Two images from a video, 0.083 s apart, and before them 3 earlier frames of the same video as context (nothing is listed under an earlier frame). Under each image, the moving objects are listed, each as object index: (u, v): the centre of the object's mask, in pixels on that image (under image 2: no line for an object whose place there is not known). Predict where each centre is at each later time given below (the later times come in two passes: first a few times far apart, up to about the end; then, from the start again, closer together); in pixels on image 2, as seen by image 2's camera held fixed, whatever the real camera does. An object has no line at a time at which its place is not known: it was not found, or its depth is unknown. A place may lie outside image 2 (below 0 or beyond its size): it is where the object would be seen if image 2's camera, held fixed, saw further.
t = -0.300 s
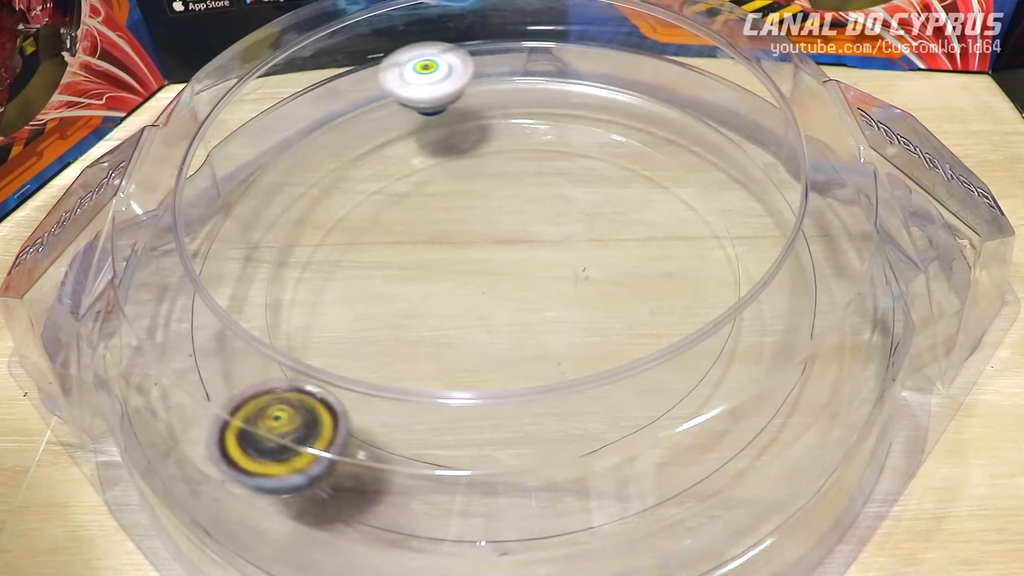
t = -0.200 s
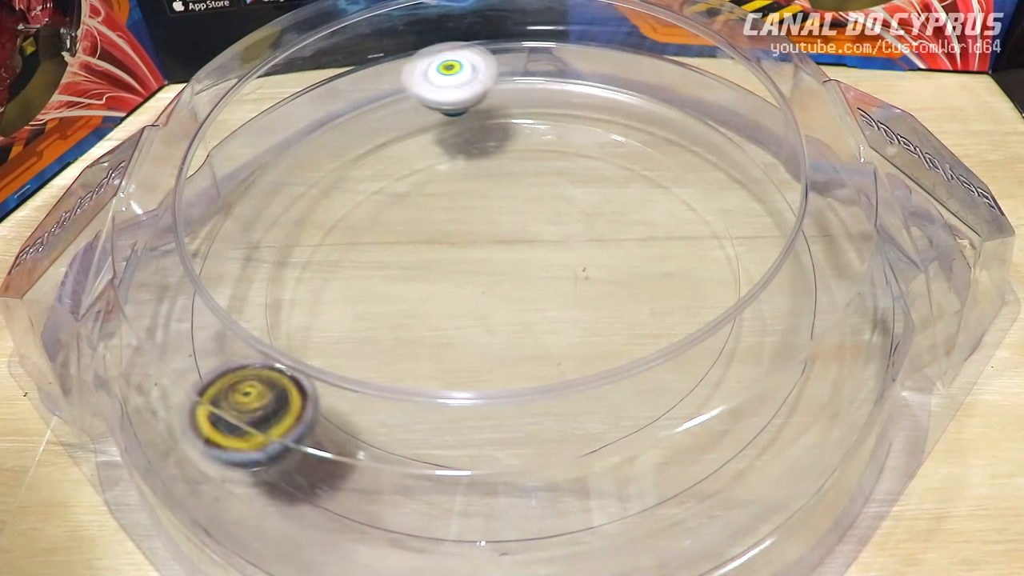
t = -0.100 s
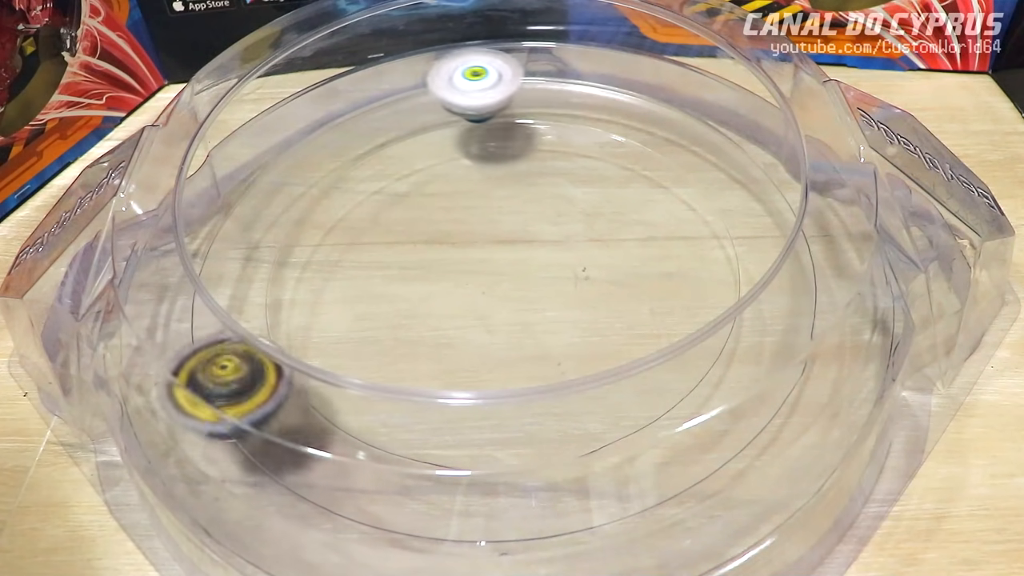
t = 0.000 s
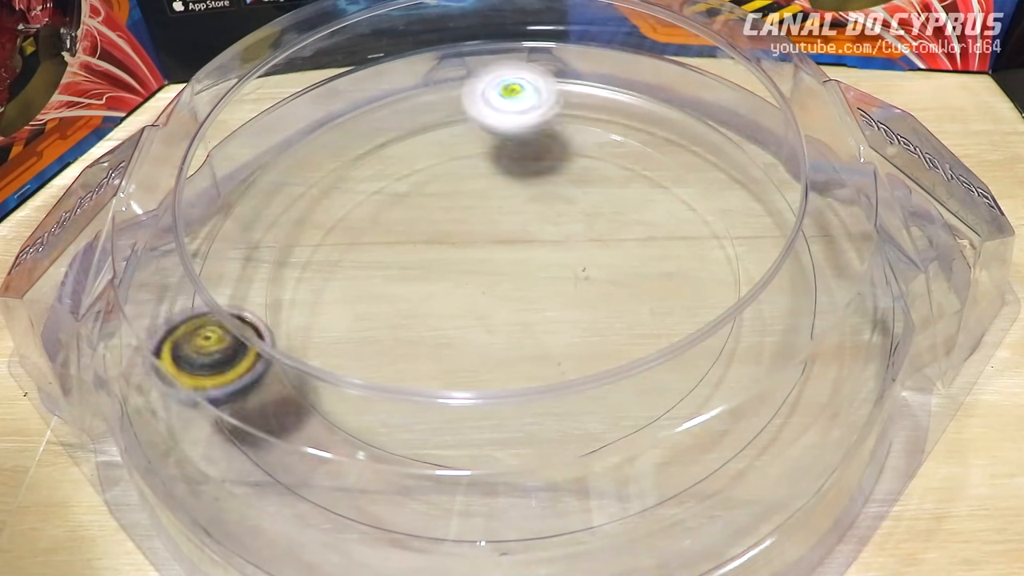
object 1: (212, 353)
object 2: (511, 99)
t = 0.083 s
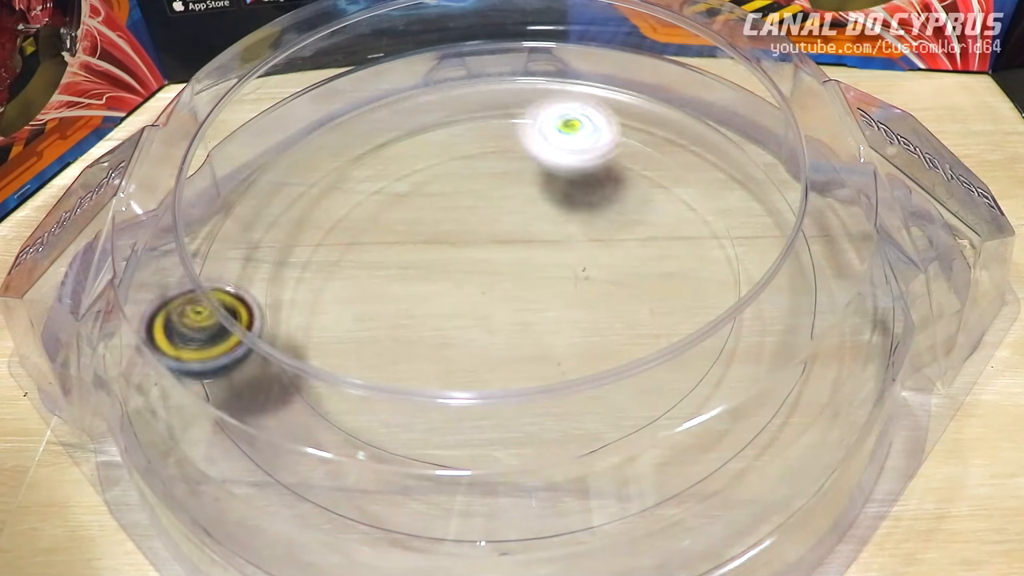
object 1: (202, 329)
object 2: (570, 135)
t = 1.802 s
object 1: (562, 62)
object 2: (439, 367)
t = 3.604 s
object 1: (700, 430)
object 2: (627, 241)
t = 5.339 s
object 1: (234, 239)
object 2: (432, 227)
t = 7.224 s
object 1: (745, 142)
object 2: (343, 295)
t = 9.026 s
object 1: (282, 431)
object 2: (532, 311)
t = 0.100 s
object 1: (201, 324)
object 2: (581, 144)
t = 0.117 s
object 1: (199, 319)
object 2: (591, 155)
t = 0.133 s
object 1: (198, 314)
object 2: (600, 165)
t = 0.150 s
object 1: (199, 310)
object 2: (609, 177)
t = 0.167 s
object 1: (200, 306)
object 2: (618, 189)
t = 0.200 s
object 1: (199, 294)
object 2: (629, 219)
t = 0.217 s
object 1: (198, 288)
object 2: (634, 235)
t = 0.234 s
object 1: (198, 282)
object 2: (634, 254)
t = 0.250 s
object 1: (198, 276)
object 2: (632, 270)
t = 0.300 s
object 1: (199, 262)
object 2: (609, 318)
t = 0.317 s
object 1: (200, 257)
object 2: (594, 330)
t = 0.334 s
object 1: (201, 253)
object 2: (582, 350)
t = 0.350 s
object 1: (202, 249)
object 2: (564, 363)
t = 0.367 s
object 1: (203, 246)
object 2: (544, 374)
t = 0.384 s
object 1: (204, 242)
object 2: (524, 385)
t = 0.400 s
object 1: (206, 237)
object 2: (499, 391)
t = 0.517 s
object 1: (223, 207)
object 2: (353, 392)
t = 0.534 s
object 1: (225, 204)
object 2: (335, 387)
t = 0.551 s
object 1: (227, 201)
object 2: (322, 377)
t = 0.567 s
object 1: (229, 198)
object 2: (310, 369)
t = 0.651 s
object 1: (244, 175)
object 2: (265, 327)
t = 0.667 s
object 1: (247, 169)
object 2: (262, 321)
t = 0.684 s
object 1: (250, 166)
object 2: (260, 316)
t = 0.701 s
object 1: (253, 164)
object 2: (259, 311)
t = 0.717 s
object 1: (256, 162)
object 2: (258, 307)
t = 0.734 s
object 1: (259, 159)
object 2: (265, 297)
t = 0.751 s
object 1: (263, 154)
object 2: (264, 293)
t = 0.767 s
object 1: (266, 149)
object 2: (262, 289)
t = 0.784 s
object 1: (269, 146)
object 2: (261, 285)
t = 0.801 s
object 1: (273, 142)
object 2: (259, 281)
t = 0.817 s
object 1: (277, 140)
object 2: (260, 275)
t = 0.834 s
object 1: (279, 138)
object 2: (261, 269)
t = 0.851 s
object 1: (283, 136)
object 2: (267, 259)
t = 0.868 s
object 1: (286, 133)
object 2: (273, 252)
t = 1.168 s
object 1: (364, 89)
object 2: (531, 165)
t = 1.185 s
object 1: (370, 86)
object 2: (549, 166)
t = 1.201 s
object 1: (375, 84)
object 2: (567, 169)
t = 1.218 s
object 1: (379, 84)
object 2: (584, 174)
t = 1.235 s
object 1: (385, 81)
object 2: (599, 179)
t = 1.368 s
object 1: (423, 70)
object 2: (686, 247)
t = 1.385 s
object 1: (427, 69)
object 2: (691, 258)
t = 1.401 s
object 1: (432, 68)
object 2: (695, 268)
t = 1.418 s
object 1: (437, 68)
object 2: (694, 278)
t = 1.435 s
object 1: (442, 67)
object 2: (691, 285)
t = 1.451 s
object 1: (446, 65)
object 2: (686, 293)
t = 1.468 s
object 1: (452, 66)
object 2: (689, 306)
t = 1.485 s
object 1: (457, 65)
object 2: (687, 317)
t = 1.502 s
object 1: (462, 63)
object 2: (681, 327)
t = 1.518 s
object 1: (467, 63)
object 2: (675, 337)
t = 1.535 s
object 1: (473, 63)
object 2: (666, 346)
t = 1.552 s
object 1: (478, 62)
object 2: (655, 354)
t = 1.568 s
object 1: (483, 61)
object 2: (645, 360)
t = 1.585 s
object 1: (490, 60)
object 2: (635, 374)
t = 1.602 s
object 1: (494, 61)
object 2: (620, 379)
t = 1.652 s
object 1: (512, 60)
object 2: (579, 392)
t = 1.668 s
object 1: (518, 60)
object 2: (563, 390)
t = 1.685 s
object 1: (523, 60)
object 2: (547, 391)
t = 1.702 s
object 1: (529, 60)
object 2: (530, 392)
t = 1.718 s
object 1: (535, 60)
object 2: (516, 390)
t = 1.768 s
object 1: (551, 61)
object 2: (467, 380)
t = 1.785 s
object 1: (557, 61)
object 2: (454, 374)
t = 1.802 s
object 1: (562, 62)
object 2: (439, 367)
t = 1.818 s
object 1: (568, 63)
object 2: (427, 353)
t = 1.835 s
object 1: (572, 63)
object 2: (413, 348)
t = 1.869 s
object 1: (583, 65)
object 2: (391, 330)
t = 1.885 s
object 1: (588, 66)
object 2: (383, 318)
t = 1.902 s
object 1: (593, 67)
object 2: (375, 305)
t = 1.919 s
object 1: (598, 67)
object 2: (372, 292)
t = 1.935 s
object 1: (603, 68)
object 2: (368, 278)
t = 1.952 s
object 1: (608, 70)
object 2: (368, 265)
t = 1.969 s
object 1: (613, 71)
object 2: (367, 250)
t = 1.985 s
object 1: (618, 72)
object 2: (369, 237)
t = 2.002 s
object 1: (623, 73)
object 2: (372, 224)
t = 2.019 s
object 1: (628, 74)
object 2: (378, 211)
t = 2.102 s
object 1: (651, 82)
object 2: (420, 160)
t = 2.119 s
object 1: (656, 84)
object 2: (430, 152)
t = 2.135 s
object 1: (659, 84)
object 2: (442, 144)
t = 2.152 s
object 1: (665, 88)
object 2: (453, 138)
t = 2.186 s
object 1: (674, 92)
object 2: (477, 128)
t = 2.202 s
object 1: (678, 94)
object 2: (489, 124)
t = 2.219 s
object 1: (683, 96)
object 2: (500, 121)
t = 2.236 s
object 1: (688, 98)
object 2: (512, 121)
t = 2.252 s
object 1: (692, 101)
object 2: (521, 121)
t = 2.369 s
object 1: (717, 116)
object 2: (591, 131)
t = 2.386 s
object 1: (720, 118)
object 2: (600, 133)
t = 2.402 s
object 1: (723, 122)
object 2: (610, 139)
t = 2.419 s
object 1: (727, 125)
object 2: (615, 143)
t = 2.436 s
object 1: (731, 128)
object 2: (623, 149)
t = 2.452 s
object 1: (736, 131)
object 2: (628, 156)
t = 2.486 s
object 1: (742, 138)
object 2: (637, 171)
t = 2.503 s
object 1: (745, 139)
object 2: (641, 180)
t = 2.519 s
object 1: (747, 144)
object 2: (643, 188)
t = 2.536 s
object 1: (751, 146)
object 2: (645, 198)
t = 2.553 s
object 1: (754, 153)
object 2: (645, 207)
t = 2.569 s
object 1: (756, 155)
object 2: (645, 218)
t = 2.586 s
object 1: (761, 157)
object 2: (643, 229)
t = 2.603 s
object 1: (766, 162)
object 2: (641, 242)
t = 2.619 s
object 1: (769, 166)
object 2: (635, 255)
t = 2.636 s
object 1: (772, 168)
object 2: (628, 268)
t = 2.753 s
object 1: (789, 196)
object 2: (527, 338)
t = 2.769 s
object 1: (791, 201)
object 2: (506, 342)
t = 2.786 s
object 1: (793, 205)
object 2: (488, 345)
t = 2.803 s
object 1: (794, 208)
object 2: (466, 348)
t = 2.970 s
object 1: (804, 252)
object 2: (323, 295)
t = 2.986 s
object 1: (804, 259)
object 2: (315, 286)
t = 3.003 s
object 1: (805, 264)
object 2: (310, 278)
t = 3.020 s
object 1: (804, 267)
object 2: (305, 269)
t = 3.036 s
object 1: (805, 272)
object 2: (304, 260)
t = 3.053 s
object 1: (804, 276)
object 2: (302, 251)
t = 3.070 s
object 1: (804, 280)
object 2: (302, 244)
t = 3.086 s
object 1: (804, 284)
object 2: (304, 235)
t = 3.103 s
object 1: (804, 288)
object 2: (306, 228)
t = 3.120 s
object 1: (803, 292)
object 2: (310, 221)
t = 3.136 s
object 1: (802, 297)
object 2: (314, 214)
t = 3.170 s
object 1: (799, 307)
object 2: (326, 201)
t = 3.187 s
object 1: (798, 311)
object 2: (333, 195)
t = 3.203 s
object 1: (796, 318)
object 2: (340, 189)
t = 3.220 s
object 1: (795, 323)
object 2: (348, 185)
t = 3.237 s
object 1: (793, 329)
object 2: (357, 180)
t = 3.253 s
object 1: (791, 333)
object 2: (367, 176)
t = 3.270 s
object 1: (788, 339)
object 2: (377, 173)
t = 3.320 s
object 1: (778, 353)
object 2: (409, 165)
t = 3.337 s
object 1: (775, 358)
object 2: (422, 164)
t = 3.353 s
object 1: (772, 362)
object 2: (433, 163)
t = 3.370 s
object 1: (769, 366)
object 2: (448, 163)
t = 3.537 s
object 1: (724, 412)
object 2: (589, 202)
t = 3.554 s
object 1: (717, 417)
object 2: (602, 211)
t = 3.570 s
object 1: (711, 422)
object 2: (611, 221)
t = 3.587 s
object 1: (706, 426)
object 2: (621, 230)
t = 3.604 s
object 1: (700, 430)
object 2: (627, 241)
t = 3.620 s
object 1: (693, 434)
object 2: (634, 252)
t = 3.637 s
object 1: (686, 439)
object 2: (638, 263)
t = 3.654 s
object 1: (680, 441)
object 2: (641, 275)
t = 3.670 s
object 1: (674, 446)
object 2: (642, 284)
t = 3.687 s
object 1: (667, 450)
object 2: (640, 297)
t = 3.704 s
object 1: (659, 453)
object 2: (638, 306)
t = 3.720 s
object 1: (653, 456)
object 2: (633, 314)
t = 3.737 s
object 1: (646, 459)
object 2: (627, 322)
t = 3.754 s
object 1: (640, 461)
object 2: (619, 328)
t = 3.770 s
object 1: (633, 464)
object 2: (616, 342)
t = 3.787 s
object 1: (627, 466)
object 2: (609, 350)
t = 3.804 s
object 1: (620, 468)
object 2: (600, 357)
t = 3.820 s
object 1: (613, 471)
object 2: (592, 363)
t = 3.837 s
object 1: (605, 476)
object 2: (582, 366)
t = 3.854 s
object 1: (597, 480)
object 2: (572, 364)
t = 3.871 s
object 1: (589, 483)
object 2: (556, 352)
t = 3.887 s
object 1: (581, 487)
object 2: (546, 351)
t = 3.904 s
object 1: (575, 486)
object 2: (535, 351)
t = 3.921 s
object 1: (571, 485)
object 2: (524, 350)
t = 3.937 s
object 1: (568, 482)
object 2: (513, 348)
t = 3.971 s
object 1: (564, 477)
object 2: (492, 340)
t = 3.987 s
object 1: (558, 473)
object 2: (483, 335)
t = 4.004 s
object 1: (551, 471)
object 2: (474, 328)
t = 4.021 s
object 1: (546, 470)
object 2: (464, 321)
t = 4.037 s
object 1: (539, 469)
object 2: (456, 313)
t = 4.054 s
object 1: (531, 468)
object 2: (449, 303)
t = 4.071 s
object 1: (521, 471)
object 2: (443, 292)
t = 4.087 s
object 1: (512, 472)
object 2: (439, 281)
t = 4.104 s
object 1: (502, 473)
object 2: (434, 270)
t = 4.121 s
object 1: (491, 473)
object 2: (434, 258)
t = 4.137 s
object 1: (481, 475)
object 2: (434, 246)
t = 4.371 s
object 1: (345, 469)
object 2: (524, 135)
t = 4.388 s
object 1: (342, 467)
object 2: (533, 133)
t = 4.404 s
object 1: (339, 465)
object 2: (541, 130)
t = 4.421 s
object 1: (334, 461)
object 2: (549, 131)
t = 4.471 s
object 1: (312, 454)
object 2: (574, 135)
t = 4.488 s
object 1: (304, 451)
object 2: (581, 136)
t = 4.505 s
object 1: (298, 448)
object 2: (587, 139)
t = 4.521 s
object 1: (294, 446)
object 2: (594, 143)
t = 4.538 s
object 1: (290, 443)
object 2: (599, 149)
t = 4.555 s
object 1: (286, 439)
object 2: (604, 155)
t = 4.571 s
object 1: (280, 434)
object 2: (608, 161)
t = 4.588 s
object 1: (274, 430)
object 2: (611, 169)
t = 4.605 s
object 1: (269, 427)
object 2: (613, 177)
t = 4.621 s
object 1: (263, 422)
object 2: (613, 186)
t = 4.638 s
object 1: (256, 419)
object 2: (614, 191)
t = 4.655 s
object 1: (251, 414)
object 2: (612, 202)
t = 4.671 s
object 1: (246, 409)
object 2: (611, 210)
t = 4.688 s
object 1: (243, 405)
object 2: (608, 220)
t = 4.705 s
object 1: (239, 401)
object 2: (605, 230)
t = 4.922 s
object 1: (204, 335)
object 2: (441, 327)
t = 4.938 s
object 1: (203, 330)
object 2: (424, 326)
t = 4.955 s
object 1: (200, 326)
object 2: (410, 323)
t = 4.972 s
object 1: (199, 320)
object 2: (394, 321)
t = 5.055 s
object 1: (196, 295)
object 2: (342, 299)
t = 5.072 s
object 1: (197, 289)
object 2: (336, 294)
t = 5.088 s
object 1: (198, 284)
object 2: (328, 288)
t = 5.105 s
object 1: (199, 281)
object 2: (323, 283)
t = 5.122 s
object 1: (198, 275)
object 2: (318, 276)
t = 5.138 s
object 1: (197, 270)
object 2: (316, 271)
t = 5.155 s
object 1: (195, 266)
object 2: (322, 264)
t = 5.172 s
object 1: (196, 262)
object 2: (329, 260)
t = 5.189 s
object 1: (198, 263)
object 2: (339, 255)
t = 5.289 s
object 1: (228, 250)
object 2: (394, 234)
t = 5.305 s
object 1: (231, 245)
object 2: (407, 231)
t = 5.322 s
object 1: (233, 241)
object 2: (418, 229)
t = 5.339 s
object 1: (234, 239)
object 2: (432, 227)
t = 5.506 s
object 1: (247, 186)
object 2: (579, 234)
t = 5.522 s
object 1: (249, 183)
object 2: (592, 237)
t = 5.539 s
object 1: (251, 177)
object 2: (601, 242)
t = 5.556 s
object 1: (253, 171)
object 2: (612, 246)
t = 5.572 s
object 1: (255, 167)
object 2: (620, 251)
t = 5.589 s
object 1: (257, 163)
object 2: (628, 257)
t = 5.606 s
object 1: (260, 158)
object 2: (634, 261)
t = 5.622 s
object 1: (262, 153)
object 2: (637, 268)
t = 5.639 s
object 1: (265, 148)
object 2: (643, 272)
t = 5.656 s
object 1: (267, 146)
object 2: (646, 276)
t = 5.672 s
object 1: (270, 145)
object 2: (649, 284)
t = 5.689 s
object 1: (272, 145)
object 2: (652, 288)
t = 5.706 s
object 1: (274, 145)
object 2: (651, 295)
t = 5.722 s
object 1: (277, 144)
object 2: (651, 300)
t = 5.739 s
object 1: (280, 142)
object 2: (650, 305)
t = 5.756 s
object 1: (282, 140)
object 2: (646, 310)
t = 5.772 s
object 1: (286, 138)
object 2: (643, 315)
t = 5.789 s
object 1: (291, 134)
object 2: (635, 319)
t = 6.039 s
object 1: (366, 88)
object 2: (488, 327)
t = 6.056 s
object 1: (370, 87)
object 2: (476, 321)
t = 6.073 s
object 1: (374, 85)
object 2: (468, 315)
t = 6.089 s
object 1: (378, 83)
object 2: (456, 307)
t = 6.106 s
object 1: (382, 82)
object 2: (449, 298)
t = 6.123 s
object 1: (387, 80)
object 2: (443, 288)
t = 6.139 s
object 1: (393, 79)
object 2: (435, 279)
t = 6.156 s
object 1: (398, 77)
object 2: (432, 268)
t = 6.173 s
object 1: (404, 76)
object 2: (430, 257)
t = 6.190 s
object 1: (410, 74)
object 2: (427, 246)
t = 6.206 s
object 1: (415, 73)
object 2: (428, 236)
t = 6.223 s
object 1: (421, 71)
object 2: (428, 225)
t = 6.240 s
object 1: (425, 70)
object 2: (430, 216)
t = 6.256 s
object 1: (432, 69)
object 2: (434, 205)
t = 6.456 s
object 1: (503, 60)
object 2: (499, 140)
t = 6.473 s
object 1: (509, 60)
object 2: (507, 139)
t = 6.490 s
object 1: (515, 60)
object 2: (513, 137)
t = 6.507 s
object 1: (520, 59)
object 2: (520, 138)
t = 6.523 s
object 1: (527, 60)
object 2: (528, 139)
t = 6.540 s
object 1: (533, 61)
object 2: (534, 141)
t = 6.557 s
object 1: (540, 60)
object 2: (540, 145)
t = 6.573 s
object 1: (546, 62)
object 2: (547, 149)
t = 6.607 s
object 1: (557, 62)
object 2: (557, 160)
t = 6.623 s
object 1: (564, 63)
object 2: (561, 164)
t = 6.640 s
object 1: (569, 63)
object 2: (564, 172)
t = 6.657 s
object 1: (576, 65)
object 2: (568, 178)
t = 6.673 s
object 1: (583, 66)
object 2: (570, 185)
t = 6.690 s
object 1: (589, 66)
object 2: (572, 193)
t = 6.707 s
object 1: (594, 68)
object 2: (574, 200)
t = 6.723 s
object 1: (600, 68)
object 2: (574, 209)
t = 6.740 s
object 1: (606, 70)
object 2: (575, 219)
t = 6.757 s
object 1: (613, 71)
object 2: (573, 229)
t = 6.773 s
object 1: (618, 72)
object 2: (572, 240)
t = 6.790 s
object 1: (625, 75)
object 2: (570, 251)
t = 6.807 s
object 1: (631, 76)
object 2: (564, 261)
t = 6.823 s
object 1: (636, 77)
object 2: (558, 272)
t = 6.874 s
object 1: (653, 83)
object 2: (533, 301)
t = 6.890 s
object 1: (658, 86)
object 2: (522, 309)
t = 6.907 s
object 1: (664, 87)
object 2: (510, 317)
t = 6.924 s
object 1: (669, 89)
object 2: (499, 322)
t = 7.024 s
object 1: (694, 102)
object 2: (424, 335)
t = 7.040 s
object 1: (698, 105)
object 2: (412, 334)
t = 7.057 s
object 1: (703, 107)
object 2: (403, 334)
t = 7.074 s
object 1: (707, 109)
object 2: (396, 331)
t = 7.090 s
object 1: (712, 114)
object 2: (387, 329)
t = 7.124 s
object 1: (720, 119)
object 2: (371, 323)
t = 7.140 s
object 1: (725, 123)
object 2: (363, 320)
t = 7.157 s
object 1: (729, 128)
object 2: (358, 316)
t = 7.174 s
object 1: (734, 129)
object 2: (353, 311)
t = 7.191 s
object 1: (738, 134)
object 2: (348, 306)
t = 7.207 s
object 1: (741, 136)
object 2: (345, 301)
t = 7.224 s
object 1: (745, 142)
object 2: (343, 295)
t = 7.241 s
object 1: (749, 145)
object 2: (342, 289)
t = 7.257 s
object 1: (751, 148)
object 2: (344, 284)
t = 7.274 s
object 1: (754, 154)
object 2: (346, 278)
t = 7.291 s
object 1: (756, 157)
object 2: (348, 273)
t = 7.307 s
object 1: (759, 161)
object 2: (353, 268)
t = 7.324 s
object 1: (761, 166)
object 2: (357, 262)
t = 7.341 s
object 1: (770, 168)
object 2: (362, 259)
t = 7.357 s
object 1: (773, 172)
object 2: (370, 254)
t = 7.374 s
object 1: (776, 174)
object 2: (376, 251)
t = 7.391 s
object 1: (778, 179)
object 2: (383, 247)
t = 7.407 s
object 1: (781, 184)
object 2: (392, 243)
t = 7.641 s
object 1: (802, 252)
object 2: (563, 225)
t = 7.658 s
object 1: (803, 257)
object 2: (574, 227)
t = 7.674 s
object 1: (803, 263)
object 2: (584, 231)
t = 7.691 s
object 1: (803, 268)
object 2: (595, 234)
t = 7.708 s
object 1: (802, 275)
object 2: (603, 238)
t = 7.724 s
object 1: (803, 280)
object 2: (611, 243)
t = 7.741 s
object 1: (804, 285)
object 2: (618, 246)
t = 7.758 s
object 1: (803, 290)
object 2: (623, 250)
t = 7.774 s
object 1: (802, 295)
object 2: (628, 254)
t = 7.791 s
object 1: (801, 301)
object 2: (632, 258)
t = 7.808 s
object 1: (799, 304)
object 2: (635, 263)
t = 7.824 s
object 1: (798, 310)
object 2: (636, 268)
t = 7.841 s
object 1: (797, 315)
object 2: (639, 272)
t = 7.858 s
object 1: (794, 319)
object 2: (639, 278)
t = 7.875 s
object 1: (792, 324)
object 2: (638, 284)
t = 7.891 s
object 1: (789, 329)
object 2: (639, 289)
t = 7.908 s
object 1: (787, 335)
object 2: (635, 294)
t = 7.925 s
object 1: (785, 341)
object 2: (631, 300)
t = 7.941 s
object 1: (781, 345)
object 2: (628, 304)
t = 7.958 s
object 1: (778, 351)
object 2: (621, 308)
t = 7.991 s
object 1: (769, 361)
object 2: (607, 316)
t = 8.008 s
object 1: (765, 367)
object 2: (599, 319)
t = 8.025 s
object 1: (761, 372)
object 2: (588, 322)
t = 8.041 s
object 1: (756, 377)
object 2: (581, 323)
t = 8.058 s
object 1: (750, 382)
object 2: (571, 325)
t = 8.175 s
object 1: (710, 417)
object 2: (497, 319)
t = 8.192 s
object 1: (702, 422)
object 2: (487, 315)
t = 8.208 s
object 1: (695, 428)
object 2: (475, 311)
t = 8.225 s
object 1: (687, 431)
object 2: (465, 305)
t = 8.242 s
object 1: (680, 436)
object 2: (457, 297)
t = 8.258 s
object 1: (674, 440)
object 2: (447, 290)
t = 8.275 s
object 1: (666, 444)
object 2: (439, 282)
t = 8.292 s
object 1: (658, 447)
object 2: (435, 273)
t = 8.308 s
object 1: (649, 451)
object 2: (429, 264)
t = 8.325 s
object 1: (643, 454)
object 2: (424, 256)
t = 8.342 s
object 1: (634, 458)
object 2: (424, 247)
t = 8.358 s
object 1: (625, 461)
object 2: (422, 237)
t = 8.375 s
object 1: (617, 464)
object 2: (420, 228)
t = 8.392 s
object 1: (608, 467)
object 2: (423, 220)
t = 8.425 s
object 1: (592, 472)
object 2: (425, 205)
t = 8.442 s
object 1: (583, 474)
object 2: (428, 199)
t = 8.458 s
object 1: (574, 476)
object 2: (431, 192)
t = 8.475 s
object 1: (566, 478)
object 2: (433, 188)
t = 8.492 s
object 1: (558, 480)
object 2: (437, 184)
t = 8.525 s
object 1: (537, 482)
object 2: (446, 174)
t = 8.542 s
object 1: (526, 483)
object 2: (452, 170)
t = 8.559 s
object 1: (517, 484)
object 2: (457, 166)
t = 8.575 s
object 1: (509, 484)
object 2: (462, 164)
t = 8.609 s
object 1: (488, 485)
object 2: (476, 160)
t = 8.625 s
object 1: (480, 486)
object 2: (482, 159)
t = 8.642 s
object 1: (471, 486)
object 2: (488, 160)
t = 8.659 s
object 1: (462, 485)
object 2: (496, 161)
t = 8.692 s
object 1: (442, 484)
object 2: (508, 165)
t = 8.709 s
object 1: (434, 483)
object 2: (514, 169)
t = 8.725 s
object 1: (425, 482)
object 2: (519, 171)
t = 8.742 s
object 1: (415, 480)
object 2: (524, 177)
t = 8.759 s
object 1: (407, 479)
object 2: (530, 182)
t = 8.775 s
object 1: (400, 477)
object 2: (534, 187)
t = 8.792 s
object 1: (390, 474)
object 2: (538, 194)
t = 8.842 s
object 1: (364, 467)
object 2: (549, 214)
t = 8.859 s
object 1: (356, 465)
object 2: (554, 222)
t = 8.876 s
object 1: (348, 462)
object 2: (556, 230)
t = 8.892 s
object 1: (339, 459)
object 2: (556, 240)
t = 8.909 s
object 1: (332, 456)
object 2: (558, 249)
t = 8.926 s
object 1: (323, 454)
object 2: (558, 258)
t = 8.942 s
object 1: (316, 450)
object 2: (554, 269)
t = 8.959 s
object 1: (309, 448)
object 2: (552, 278)
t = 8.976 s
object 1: (302, 444)
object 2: (550, 286)
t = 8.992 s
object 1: (295, 439)
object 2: (543, 295)
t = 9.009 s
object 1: (288, 437)
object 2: (537, 303)
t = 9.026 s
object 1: (282, 431)
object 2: (532, 311)
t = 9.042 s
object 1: (274, 428)
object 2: (522, 317)
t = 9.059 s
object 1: (270, 425)
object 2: (514, 323)
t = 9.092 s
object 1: (259, 418)
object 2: (496, 332)
